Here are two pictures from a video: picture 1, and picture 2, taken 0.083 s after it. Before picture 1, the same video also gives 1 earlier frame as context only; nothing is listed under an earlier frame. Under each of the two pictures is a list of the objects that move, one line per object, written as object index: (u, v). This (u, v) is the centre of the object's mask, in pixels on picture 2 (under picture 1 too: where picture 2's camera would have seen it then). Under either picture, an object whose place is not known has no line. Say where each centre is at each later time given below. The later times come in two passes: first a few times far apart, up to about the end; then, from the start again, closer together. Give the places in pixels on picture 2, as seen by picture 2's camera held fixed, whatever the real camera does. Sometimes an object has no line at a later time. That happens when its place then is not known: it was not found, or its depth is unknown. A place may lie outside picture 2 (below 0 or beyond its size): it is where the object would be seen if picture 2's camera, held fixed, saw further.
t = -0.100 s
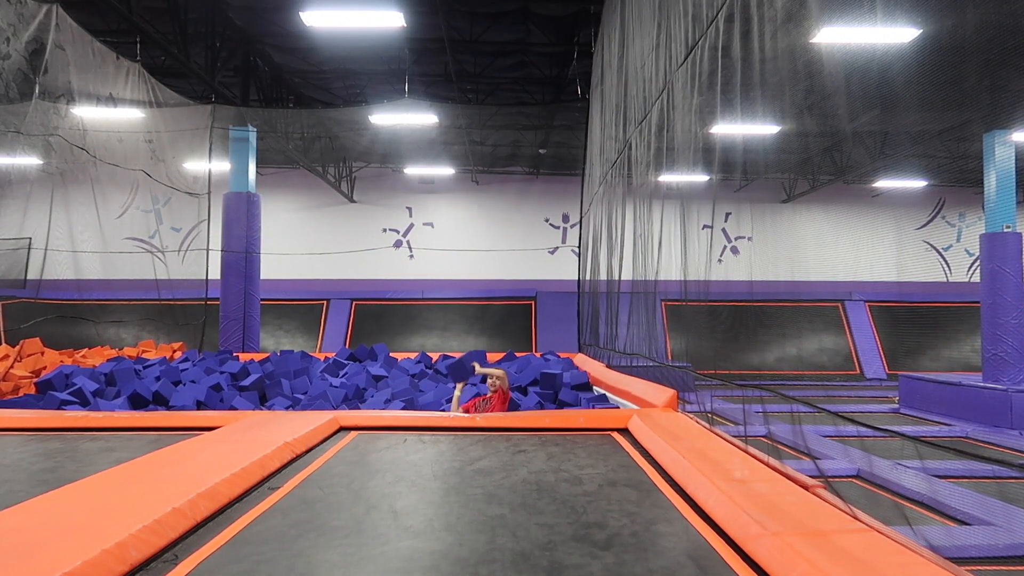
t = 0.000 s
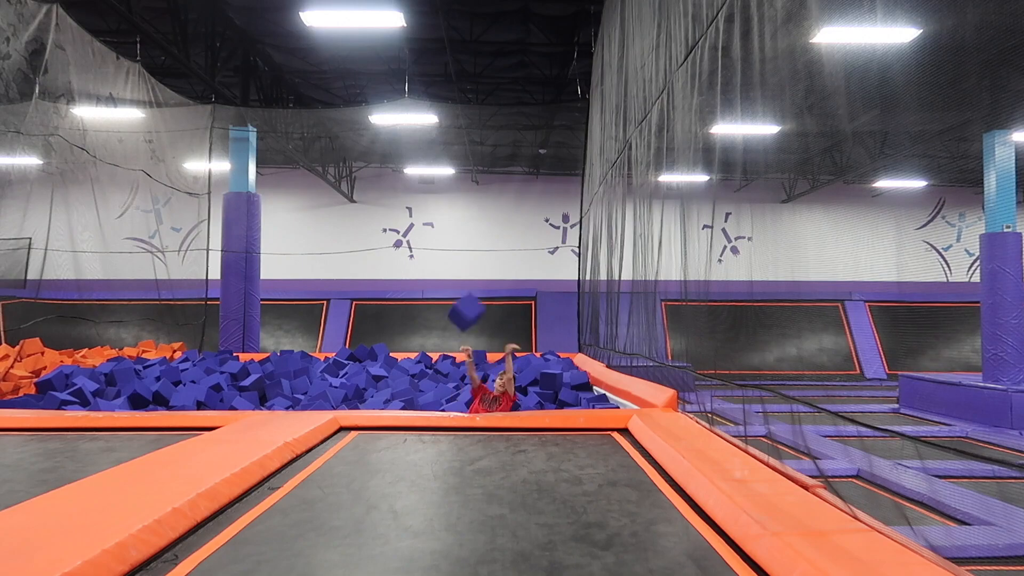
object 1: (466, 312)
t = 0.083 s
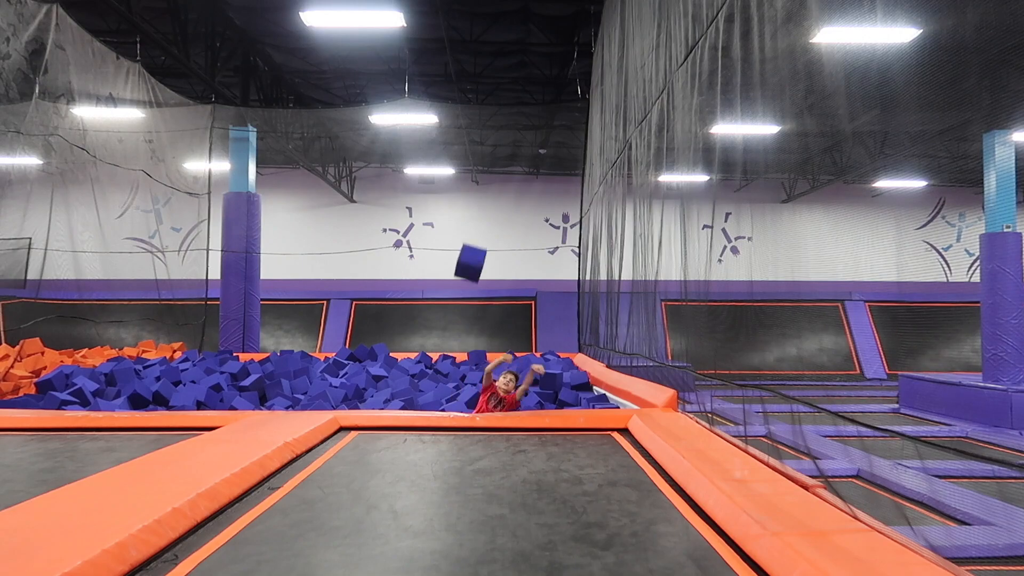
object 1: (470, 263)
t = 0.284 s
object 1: (482, 169)
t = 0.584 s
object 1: (506, 107)
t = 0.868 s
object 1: (539, 182)
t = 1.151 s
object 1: (592, 490)
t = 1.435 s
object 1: (747, 434)
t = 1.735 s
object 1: (888, 471)
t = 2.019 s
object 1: (850, 485)
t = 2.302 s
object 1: (862, 494)
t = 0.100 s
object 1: (471, 254)
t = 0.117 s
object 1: (472, 245)
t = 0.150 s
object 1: (474, 228)
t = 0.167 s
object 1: (475, 219)
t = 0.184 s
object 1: (476, 211)
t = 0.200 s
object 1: (477, 204)
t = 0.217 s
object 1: (479, 196)
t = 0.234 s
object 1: (480, 189)
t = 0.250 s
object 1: (481, 182)
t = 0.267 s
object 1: (482, 176)
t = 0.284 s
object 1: (482, 169)
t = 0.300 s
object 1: (483, 163)
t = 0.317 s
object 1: (485, 156)
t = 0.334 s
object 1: (487, 151)
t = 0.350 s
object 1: (488, 146)
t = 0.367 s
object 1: (489, 142)
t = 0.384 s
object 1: (490, 137)
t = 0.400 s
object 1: (492, 132)
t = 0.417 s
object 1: (493, 128)
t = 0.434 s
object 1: (494, 124)
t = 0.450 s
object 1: (495, 121)
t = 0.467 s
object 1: (497, 118)
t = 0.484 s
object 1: (498, 116)
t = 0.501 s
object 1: (500, 113)
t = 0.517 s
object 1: (501, 111)
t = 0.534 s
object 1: (502, 109)
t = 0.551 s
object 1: (503, 108)
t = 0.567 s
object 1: (505, 108)
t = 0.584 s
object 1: (506, 107)
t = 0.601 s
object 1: (509, 107)
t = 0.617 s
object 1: (510, 108)
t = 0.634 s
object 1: (512, 109)
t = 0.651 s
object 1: (513, 111)
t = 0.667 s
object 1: (514, 112)
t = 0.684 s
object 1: (516, 115)
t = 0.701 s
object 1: (518, 117)
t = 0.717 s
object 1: (520, 121)
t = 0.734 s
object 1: (522, 126)
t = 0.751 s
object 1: (524, 131)
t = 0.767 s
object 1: (526, 136)
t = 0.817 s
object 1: (532, 156)
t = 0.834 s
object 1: (534, 164)
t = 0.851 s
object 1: (537, 172)
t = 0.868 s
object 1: (539, 182)
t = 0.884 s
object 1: (542, 192)
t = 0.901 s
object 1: (544, 203)
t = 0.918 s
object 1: (547, 214)
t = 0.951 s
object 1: (552, 240)
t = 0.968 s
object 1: (555, 256)
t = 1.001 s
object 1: (561, 289)
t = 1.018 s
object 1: (564, 307)
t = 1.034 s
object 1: (568, 324)
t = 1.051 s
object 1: (571, 344)
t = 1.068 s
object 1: (573, 365)
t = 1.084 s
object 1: (577, 387)
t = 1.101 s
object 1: (580, 412)
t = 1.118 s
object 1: (584, 436)
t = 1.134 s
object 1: (588, 463)
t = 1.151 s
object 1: (592, 490)
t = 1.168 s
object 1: (596, 504)
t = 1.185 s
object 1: (604, 498)
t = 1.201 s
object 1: (613, 488)
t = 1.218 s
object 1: (622, 479)
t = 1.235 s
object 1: (631, 471)
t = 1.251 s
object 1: (641, 464)
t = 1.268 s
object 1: (650, 458)
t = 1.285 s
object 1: (660, 453)
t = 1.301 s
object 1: (669, 447)
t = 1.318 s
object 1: (679, 443)
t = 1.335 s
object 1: (687, 440)
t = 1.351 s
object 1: (698, 436)
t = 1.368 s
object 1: (707, 434)
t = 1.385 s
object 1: (717, 433)
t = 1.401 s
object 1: (727, 432)
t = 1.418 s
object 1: (737, 432)
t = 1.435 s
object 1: (747, 434)
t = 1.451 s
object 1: (757, 435)
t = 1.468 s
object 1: (767, 438)
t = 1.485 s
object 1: (777, 443)
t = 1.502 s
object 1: (788, 447)
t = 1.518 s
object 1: (798, 453)
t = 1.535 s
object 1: (809, 460)
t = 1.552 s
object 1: (819, 468)
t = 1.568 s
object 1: (830, 477)
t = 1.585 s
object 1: (841, 485)
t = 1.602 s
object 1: (849, 484)
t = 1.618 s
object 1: (857, 480)
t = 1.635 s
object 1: (865, 477)
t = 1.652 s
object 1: (872, 475)
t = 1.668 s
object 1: (878, 473)
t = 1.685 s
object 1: (883, 472)
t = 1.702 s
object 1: (886, 471)
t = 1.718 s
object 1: (887, 471)
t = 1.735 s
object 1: (888, 471)
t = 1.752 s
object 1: (887, 472)
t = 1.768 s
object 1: (885, 473)
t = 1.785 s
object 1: (883, 476)
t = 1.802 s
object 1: (881, 479)
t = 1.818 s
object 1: (878, 482)
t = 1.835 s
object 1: (875, 487)
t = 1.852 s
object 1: (872, 491)
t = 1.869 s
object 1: (869, 493)
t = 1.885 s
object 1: (865, 492)
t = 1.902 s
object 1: (862, 491)
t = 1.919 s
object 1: (859, 489)
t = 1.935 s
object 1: (856, 488)
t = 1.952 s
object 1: (854, 487)
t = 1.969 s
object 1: (852, 486)
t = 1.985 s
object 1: (851, 486)
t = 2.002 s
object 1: (850, 485)
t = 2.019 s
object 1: (850, 485)
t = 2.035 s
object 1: (850, 485)
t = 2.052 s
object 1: (850, 485)
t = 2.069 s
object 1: (850, 485)
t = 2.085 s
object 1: (851, 486)
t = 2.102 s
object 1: (852, 486)
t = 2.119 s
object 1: (853, 487)
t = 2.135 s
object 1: (854, 487)
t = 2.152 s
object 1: (855, 487)
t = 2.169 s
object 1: (856, 487)
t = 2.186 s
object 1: (858, 487)
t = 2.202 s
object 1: (859, 487)
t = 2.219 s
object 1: (860, 488)
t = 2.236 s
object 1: (860, 489)
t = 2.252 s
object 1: (861, 490)
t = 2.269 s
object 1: (861, 492)
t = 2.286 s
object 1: (861, 493)
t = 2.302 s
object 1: (862, 494)
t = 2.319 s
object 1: (863, 494)
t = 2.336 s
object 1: (863, 495)
